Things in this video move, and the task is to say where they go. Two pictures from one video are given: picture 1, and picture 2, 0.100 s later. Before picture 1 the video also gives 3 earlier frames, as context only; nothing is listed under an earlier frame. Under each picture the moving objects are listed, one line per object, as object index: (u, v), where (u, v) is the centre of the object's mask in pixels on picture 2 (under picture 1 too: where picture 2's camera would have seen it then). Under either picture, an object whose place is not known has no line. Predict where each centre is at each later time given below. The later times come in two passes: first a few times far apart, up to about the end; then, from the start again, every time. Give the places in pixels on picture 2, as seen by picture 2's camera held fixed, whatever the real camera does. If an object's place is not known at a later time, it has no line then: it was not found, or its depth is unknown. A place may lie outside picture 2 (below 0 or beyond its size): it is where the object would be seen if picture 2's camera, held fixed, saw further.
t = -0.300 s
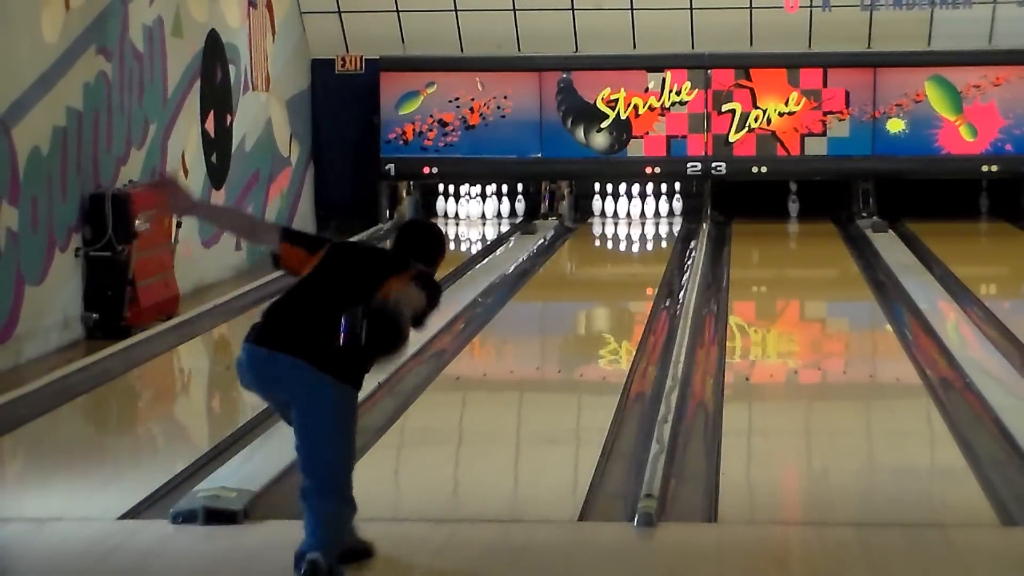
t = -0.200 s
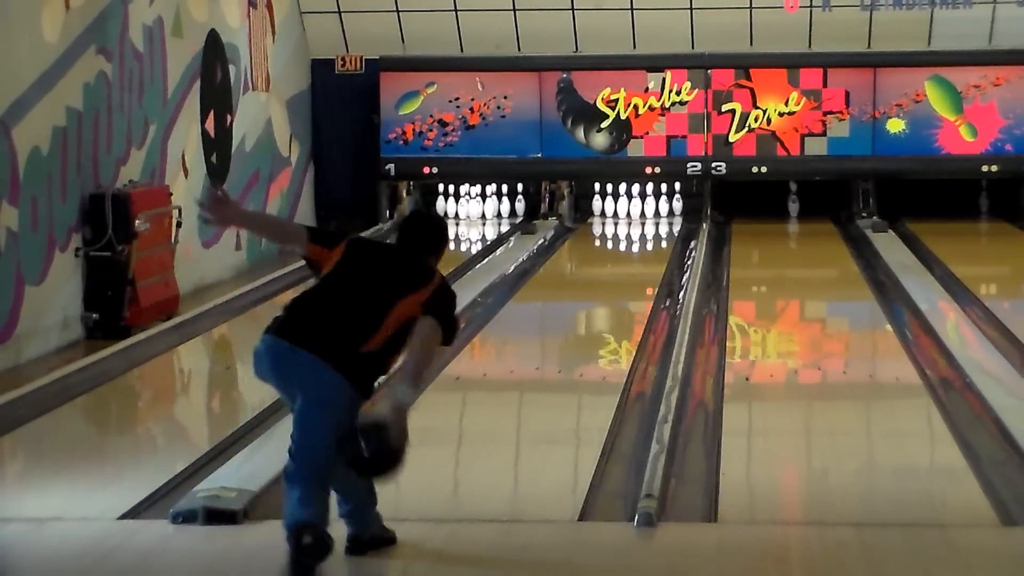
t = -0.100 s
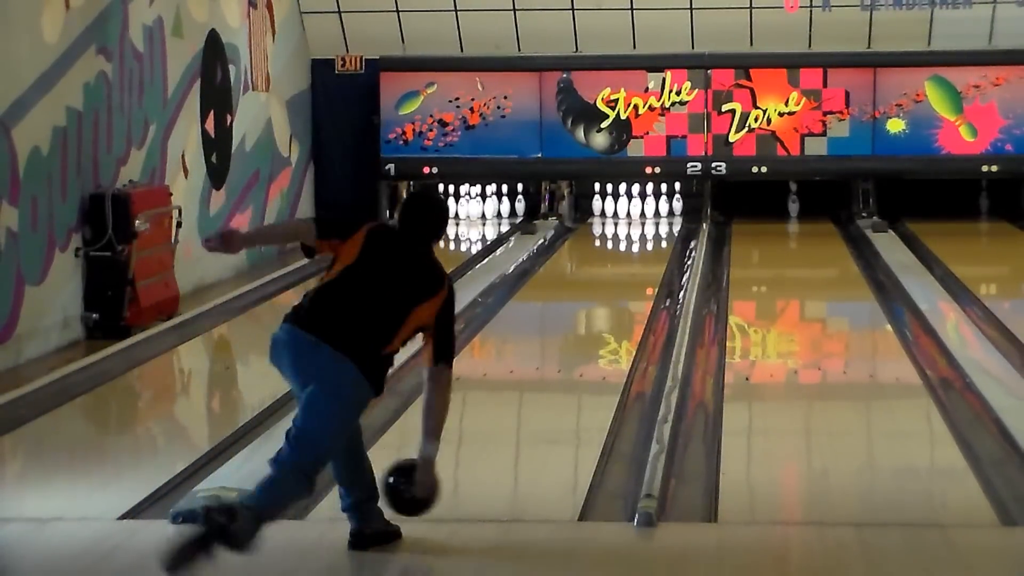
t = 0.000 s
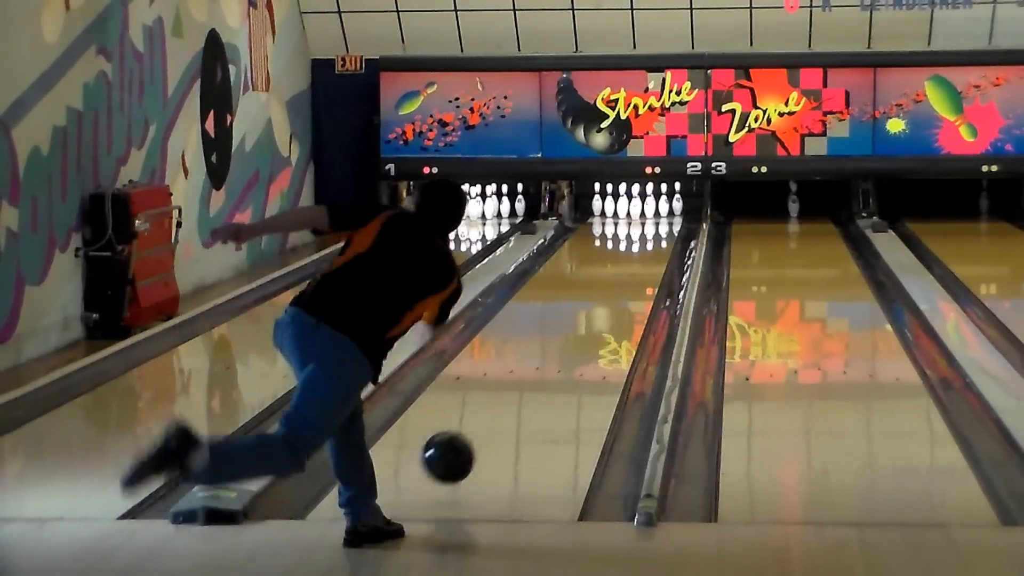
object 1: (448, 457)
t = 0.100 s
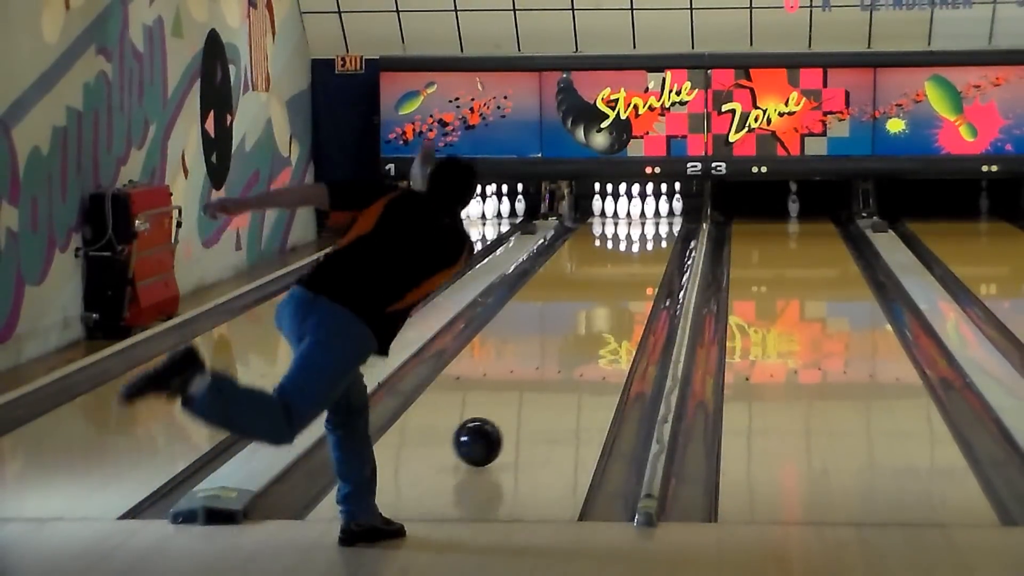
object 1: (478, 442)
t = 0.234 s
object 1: (511, 408)
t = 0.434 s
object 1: (549, 365)
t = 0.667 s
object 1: (583, 327)
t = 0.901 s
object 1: (608, 298)
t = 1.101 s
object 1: (625, 278)
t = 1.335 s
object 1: (640, 259)
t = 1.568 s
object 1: (650, 242)
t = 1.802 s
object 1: (655, 229)
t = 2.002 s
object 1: (653, 219)
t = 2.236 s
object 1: (647, 211)
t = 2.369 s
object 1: (652, 208)
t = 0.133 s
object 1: (487, 432)
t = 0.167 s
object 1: (495, 422)
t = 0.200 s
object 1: (503, 415)
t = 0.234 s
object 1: (511, 408)
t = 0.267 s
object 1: (518, 400)
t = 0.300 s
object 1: (525, 393)
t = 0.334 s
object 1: (531, 385)
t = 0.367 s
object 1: (537, 378)
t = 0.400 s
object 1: (543, 371)
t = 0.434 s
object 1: (549, 365)
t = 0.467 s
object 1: (555, 359)
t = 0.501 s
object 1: (560, 353)
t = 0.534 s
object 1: (565, 347)
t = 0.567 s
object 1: (570, 342)
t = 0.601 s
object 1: (574, 337)
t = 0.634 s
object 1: (579, 332)
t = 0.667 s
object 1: (583, 327)
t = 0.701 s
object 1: (587, 323)
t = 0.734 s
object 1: (591, 318)
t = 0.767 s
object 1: (595, 314)
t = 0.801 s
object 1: (598, 310)
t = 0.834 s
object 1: (602, 306)
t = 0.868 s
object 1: (605, 302)
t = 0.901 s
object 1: (608, 298)
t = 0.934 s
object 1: (611, 294)
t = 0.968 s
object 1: (614, 291)
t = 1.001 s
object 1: (617, 287)
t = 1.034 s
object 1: (620, 284)
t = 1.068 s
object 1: (622, 281)
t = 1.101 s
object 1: (625, 278)
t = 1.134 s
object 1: (627, 275)
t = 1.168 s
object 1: (630, 272)
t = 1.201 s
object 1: (632, 269)
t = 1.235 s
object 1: (634, 267)
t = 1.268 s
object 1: (636, 264)
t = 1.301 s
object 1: (638, 261)
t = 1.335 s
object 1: (640, 259)
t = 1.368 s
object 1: (642, 256)
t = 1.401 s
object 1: (644, 253)
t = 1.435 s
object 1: (645, 251)
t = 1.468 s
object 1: (647, 249)
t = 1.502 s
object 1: (649, 246)
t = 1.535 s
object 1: (650, 244)
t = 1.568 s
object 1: (650, 242)
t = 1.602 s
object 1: (651, 240)
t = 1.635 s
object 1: (652, 238)
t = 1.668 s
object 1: (653, 236)
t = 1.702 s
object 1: (654, 234)
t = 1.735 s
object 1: (654, 232)
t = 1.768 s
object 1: (654, 231)
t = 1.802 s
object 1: (655, 229)
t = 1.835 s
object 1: (655, 227)
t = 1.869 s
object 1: (655, 225)
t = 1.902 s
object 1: (655, 224)
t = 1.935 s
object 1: (654, 222)
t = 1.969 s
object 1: (654, 221)
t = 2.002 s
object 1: (653, 219)
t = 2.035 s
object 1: (652, 218)
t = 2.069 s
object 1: (651, 217)
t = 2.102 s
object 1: (650, 216)
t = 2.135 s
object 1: (649, 214)
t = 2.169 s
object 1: (648, 213)
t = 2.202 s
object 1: (647, 212)
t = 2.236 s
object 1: (647, 211)
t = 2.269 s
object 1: (648, 210)
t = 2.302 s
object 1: (649, 209)
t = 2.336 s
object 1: (650, 208)
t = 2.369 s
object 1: (652, 208)
